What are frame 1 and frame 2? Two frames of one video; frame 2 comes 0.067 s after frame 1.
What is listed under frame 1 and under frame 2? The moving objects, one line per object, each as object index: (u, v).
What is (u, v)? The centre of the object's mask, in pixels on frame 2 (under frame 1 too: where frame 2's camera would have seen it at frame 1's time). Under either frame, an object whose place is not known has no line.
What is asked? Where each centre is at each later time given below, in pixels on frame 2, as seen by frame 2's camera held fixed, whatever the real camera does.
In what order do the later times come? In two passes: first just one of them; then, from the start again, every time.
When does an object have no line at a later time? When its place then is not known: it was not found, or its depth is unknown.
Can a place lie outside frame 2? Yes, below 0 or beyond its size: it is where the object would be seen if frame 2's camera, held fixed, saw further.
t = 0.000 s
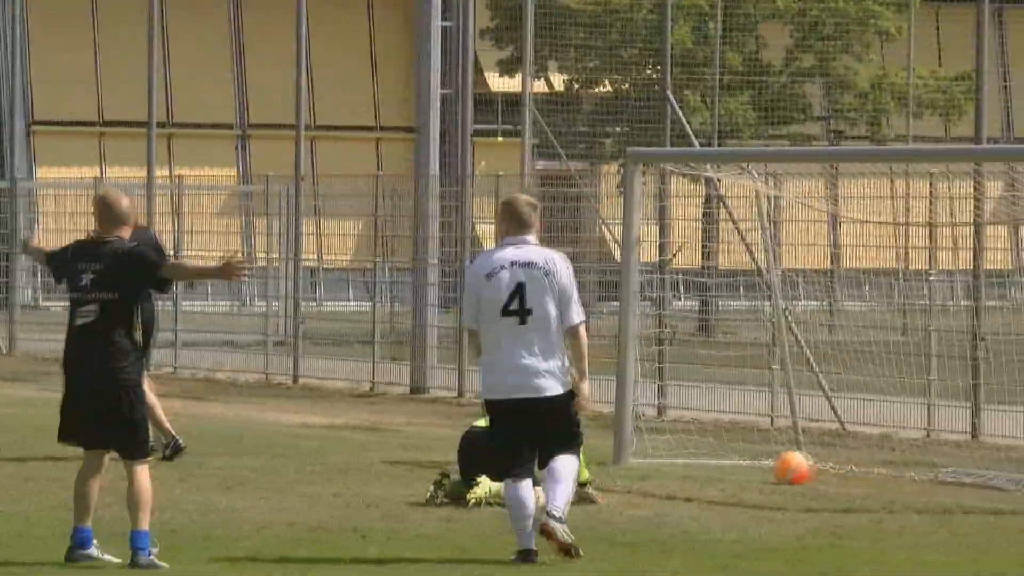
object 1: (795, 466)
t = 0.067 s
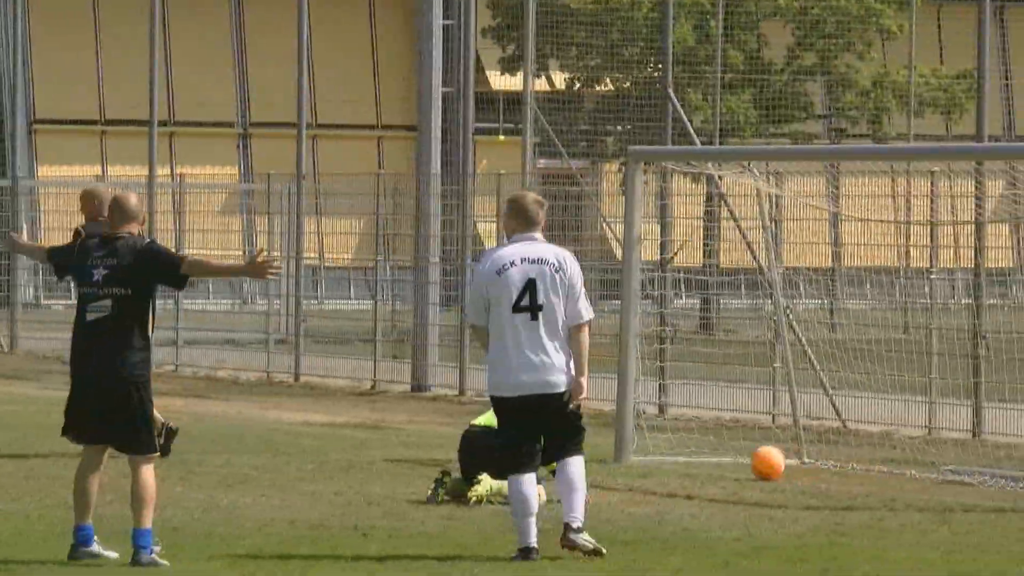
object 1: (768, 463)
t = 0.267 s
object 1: (691, 460)
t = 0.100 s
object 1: (757, 463)
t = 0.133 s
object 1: (744, 465)
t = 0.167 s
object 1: (729, 462)
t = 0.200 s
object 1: (722, 460)
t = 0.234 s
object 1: (705, 460)
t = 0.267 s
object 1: (691, 460)
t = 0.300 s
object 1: (679, 460)
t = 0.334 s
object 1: (668, 457)
